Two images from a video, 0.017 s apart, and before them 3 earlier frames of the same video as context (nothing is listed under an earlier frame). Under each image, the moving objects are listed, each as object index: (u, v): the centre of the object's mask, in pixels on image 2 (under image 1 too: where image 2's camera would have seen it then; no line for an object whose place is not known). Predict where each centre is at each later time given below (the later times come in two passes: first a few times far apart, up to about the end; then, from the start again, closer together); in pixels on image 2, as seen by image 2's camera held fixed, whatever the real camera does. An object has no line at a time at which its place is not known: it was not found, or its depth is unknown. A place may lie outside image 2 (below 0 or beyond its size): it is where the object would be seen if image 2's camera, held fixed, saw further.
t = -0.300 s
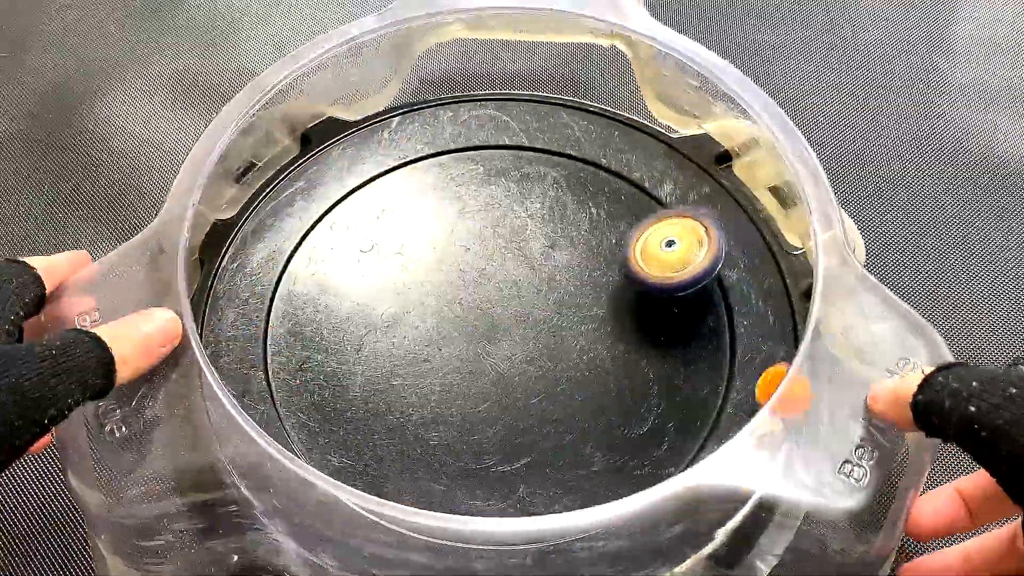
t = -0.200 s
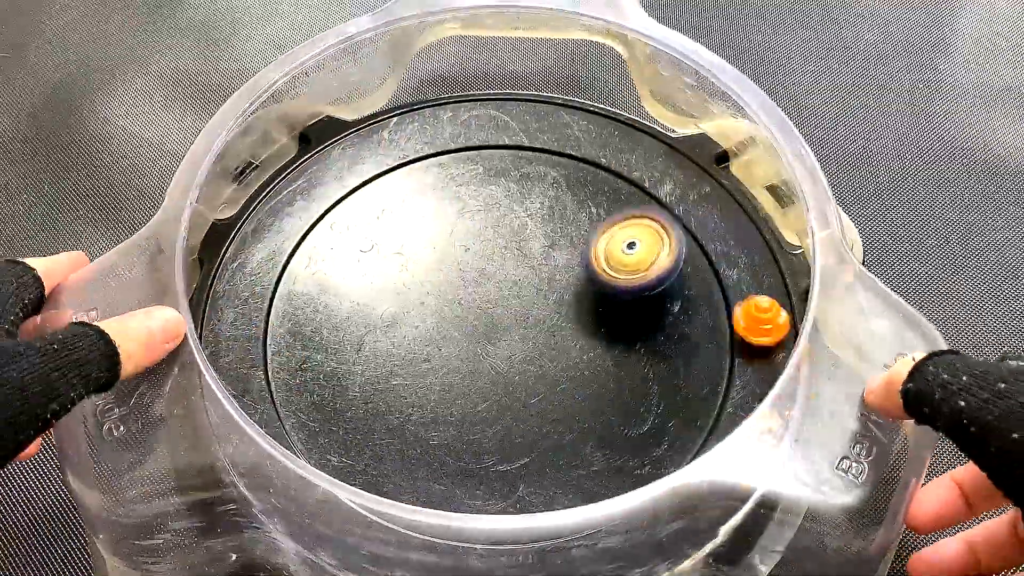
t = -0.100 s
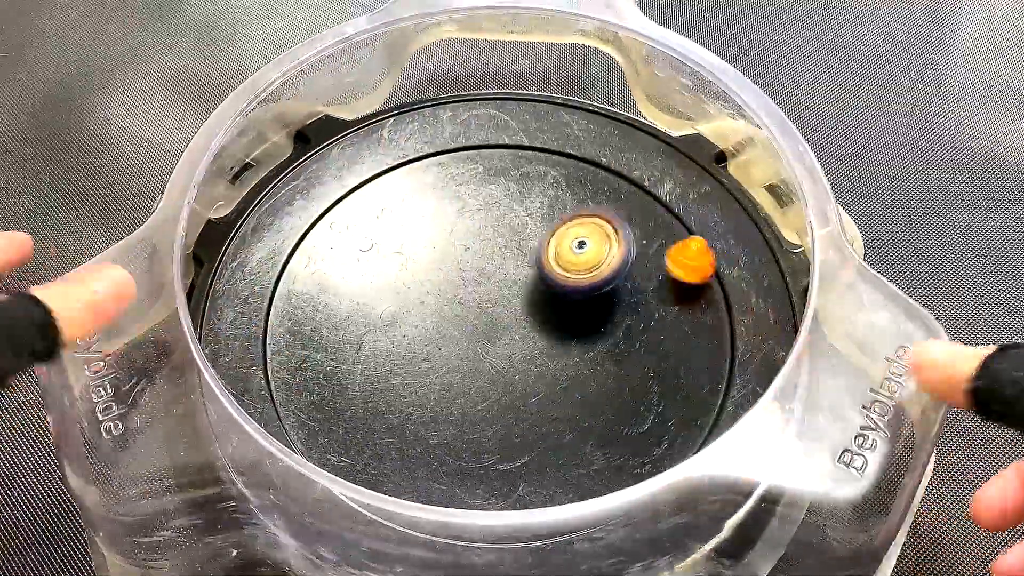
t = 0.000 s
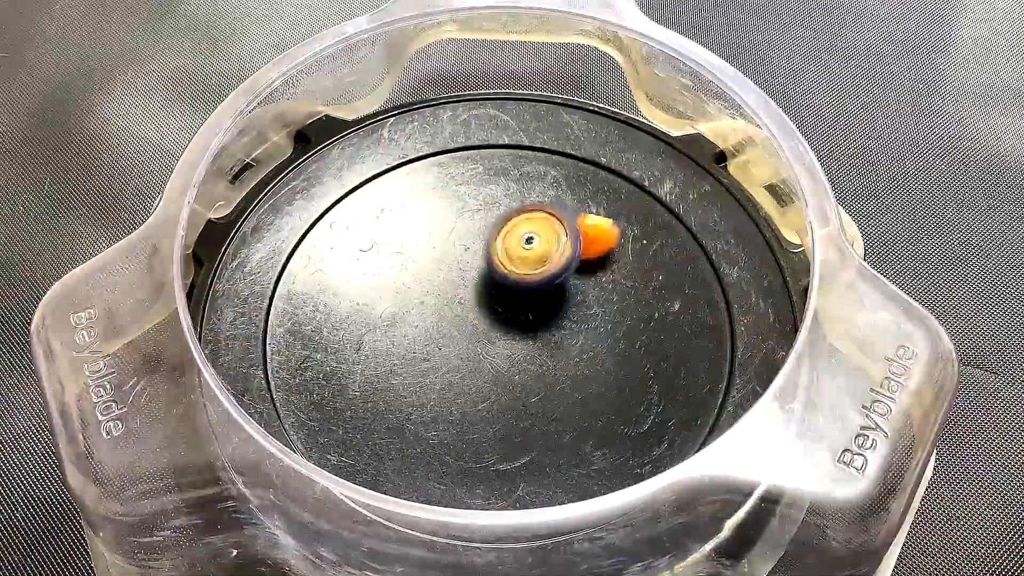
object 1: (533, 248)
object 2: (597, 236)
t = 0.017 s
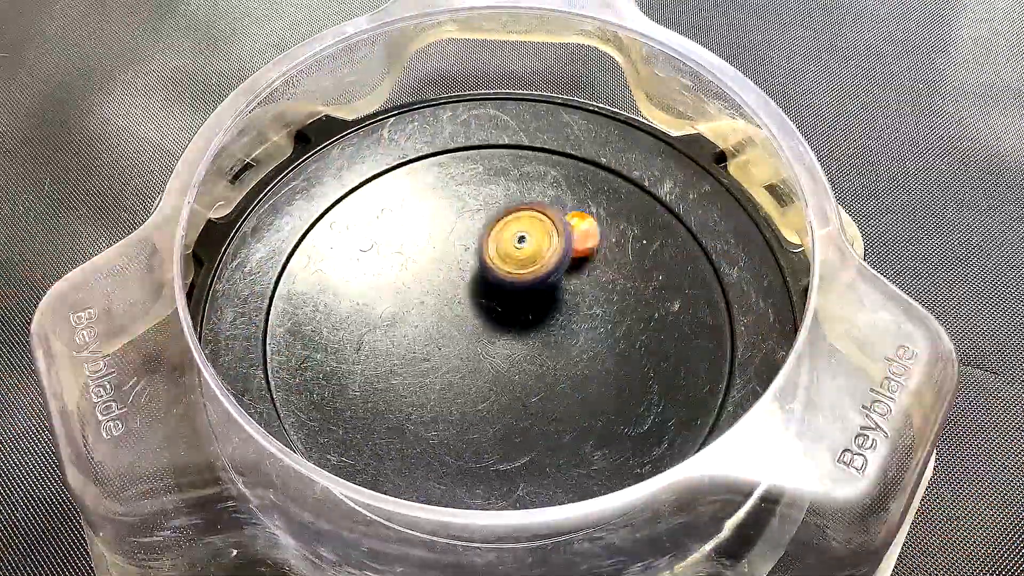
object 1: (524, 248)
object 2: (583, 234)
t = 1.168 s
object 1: (440, 413)
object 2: (542, 381)
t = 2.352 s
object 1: (594, 260)
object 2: (510, 344)
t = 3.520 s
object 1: (424, 337)
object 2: (510, 344)
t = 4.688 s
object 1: (593, 297)
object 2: (511, 345)
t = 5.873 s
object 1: (433, 319)
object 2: (510, 344)
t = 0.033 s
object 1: (515, 247)
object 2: (573, 227)
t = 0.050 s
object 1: (507, 246)
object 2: (565, 221)
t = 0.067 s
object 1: (499, 246)
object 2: (555, 216)
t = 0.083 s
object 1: (489, 246)
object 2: (546, 211)
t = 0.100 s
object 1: (482, 247)
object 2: (539, 209)
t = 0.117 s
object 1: (475, 245)
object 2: (529, 206)
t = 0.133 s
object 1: (468, 245)
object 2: (523, 205)
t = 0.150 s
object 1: (461, 244)
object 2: (515, 206)
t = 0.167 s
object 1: (455, 244)
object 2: (507, 205)
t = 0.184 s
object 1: (449, 242)
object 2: (502, 206)
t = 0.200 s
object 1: (443, 241)
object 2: (495, 208)
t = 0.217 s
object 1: (438, 241)
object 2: (492, 211)
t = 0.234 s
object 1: (434, 239)
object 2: (488, 218)
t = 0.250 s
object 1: (429, 239)
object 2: (483, 222)
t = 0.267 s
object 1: (425, 238)
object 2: (479, 226)
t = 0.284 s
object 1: (420, 238)
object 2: (477, 233)
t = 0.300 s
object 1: (416, 238)
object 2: (475, 235)
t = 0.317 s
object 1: (413, 238)
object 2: (473, 239)
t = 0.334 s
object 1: (410, 239)
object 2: (471, 245)
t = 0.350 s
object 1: (407, 239)
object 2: (470, 245)
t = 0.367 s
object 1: (404, 240)
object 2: (471, 249)
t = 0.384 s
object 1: (402, 240)
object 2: (471, 251)
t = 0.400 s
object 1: (400, 240)
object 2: (474, 258)
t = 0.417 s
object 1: (398, 243)
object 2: (473, 263)
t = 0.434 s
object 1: (397, 244)
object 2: (475, 267)
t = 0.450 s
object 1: (396, 246)
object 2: (479, 273)
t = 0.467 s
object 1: (395, 248)
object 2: (480, 279)
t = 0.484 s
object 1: (395, 250)
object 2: (483, 283)
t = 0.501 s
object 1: (394, 253)
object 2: (486, 291)
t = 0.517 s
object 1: (394, 255)
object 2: (488, 297)
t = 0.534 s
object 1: (394, 257)
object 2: (489, 302)
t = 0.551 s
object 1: (395, 260)
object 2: (493, 307)
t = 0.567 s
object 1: (395, 264)
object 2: (497, 311)
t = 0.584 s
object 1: (396, 267)
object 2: (502, 316)
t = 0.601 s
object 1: (396, 270)
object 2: (503, 324)
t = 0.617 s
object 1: (397, 273)
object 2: (504, 330)
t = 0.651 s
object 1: (399, 281)
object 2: (509, 339)
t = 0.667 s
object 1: (399, 286)
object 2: (512, 346)
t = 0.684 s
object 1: (399, 290)
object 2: (514, 350)
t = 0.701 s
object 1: (400, 295)
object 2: (518, 354)
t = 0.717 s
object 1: (400, 300)
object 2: (521, 360)
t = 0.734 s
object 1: (401, 304)
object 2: (522, 365)
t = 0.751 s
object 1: (401, 310)
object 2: (523, 371)
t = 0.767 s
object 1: (401, 315)
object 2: (524, 373)
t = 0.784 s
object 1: (402, 319)
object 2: (528, 374)
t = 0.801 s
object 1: (402, 326)
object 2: (530, 376)
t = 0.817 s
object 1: (402, 331)
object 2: (534, 378)
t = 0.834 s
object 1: (402, 336)
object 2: (538, 381)
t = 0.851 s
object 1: (403, 340)
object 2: (539, 385)
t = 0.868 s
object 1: (405, 345)
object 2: (540, 389)
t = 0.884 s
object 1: (406, 348)
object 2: (541, 390)
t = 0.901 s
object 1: (407, 355)
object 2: (542, 391)
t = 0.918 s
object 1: (409, 361)
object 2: (545, 392)
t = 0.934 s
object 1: (410, 364)
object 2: (546, 394)
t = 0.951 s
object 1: (411, 369)
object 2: (547, 396)
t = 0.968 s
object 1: (412, 372)
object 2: (547, 395)
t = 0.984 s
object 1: (414, 376)
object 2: (549, 394)
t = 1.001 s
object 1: (415, 380)
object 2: (550, 396)
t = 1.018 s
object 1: (417, 383)
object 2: (550, 396)
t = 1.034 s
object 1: (419, 388)
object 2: (549, 396)
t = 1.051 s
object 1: (420, 392)
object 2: (548, 395)
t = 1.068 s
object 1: (424, 395)
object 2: (547, 392)
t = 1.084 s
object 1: (425, 398)
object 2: (547, 390)
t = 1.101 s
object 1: (429, 400)
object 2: (547, 389)
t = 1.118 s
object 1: (431, 403)
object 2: (545, 388)
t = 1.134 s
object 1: (433, 407)
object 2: (544, 386)
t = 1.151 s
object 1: (437, 410)
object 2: (542, 383)
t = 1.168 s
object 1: (440, 413)
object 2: (542, 381)
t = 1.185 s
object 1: (443, 415)
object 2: (542, 379)
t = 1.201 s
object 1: (446, 416)
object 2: (540, 378)
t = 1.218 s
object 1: (450, 417)
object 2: (538, 375)
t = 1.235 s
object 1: (454, 419)
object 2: (536, 372)
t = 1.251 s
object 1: (458, 419)
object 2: (533, 371)
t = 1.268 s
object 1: (462, 421)
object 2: (531, 367)
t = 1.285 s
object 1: (467, 423)
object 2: (529, 364)
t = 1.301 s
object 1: (471, 423)
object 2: (528, 361)
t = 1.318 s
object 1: (474, 423)
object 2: (527, 358)
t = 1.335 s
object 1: (479, 423)
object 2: (526, 357)
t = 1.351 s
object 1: (483, 424)
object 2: (525, 355)
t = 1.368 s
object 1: (488, 424)
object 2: (524, 354)
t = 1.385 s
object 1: (492, 424)
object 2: (524, 353)
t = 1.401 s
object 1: (497, 422)
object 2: (523, 352)
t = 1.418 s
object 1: (500, 421)
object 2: (522, 351)
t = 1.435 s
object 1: (505, 420)
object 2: (520, 351)
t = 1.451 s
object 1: (510, 419)
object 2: (519, 350)
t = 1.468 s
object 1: (515, 417)
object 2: (518, 349)
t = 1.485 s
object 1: (519, 417)
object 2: (518, 348)
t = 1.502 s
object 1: (523, 415)
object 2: (517, 347)
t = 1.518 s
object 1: (529, 413)
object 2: (516, 347)
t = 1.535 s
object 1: (533, 411)
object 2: (515, 346)
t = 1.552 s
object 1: (538, 408)
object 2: (514, 346)
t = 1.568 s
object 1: (542, 406)
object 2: (513, 345)
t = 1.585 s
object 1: (548, 404)
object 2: (512, 345)
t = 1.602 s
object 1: (552, 402)
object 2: (511, 344)
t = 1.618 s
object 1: (557, 399)
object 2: (510, 344)
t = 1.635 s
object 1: (562, 396)
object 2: (510, 344)
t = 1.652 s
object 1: (567, 394)
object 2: (510, 345)
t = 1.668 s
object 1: (571, 392)
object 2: (510, 345)
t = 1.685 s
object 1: (576, 387)
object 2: (510, 345)
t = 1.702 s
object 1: (580, 385)
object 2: (510, 345)
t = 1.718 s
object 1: (585, 383)
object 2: (510, 345)
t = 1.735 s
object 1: (590, 379)
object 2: (510, 345)
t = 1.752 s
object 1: (594, 378)
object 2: (510, 345)
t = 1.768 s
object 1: (598, 373)
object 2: (510, 345)
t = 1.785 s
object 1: (602, 369)
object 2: (510, 345)
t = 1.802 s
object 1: (606, 367)
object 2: (510, 345)
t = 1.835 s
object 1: (612, 359)
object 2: (510, 345)
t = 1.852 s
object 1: (616, 355)
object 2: (510, 345)
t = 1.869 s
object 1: (617, 352)
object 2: (510, 345)
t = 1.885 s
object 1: (620, 349)
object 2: (510, 345)
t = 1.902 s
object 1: (623, 346)
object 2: (510, 345)
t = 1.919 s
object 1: (625, 341)
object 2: (510, 345)
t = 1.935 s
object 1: (626, 339)
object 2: (510, 345)
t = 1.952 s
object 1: (628, 334)
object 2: (510, 344)
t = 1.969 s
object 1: (628, 330)
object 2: (510, 344)
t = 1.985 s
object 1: (628, 327)
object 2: (510, 344)
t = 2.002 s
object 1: (628, 325)
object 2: (510, 344)
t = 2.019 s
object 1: (628, 321)
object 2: (510, 344)
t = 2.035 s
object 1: (628, 318)
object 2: (510, 344)
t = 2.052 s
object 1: (628, 314)
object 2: (510, 344)
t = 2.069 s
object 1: (628, 310)
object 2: (510, 344)
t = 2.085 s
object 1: (626, 307)
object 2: (510, 344)
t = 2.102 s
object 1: (626, 303)
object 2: (510, 344)
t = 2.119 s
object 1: (624, 301)
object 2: (510, 344)
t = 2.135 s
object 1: (623, 298)
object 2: (510, 344)
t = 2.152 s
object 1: (621, 295)
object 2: (510, 344)
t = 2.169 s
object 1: (620, 292)
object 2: (510, 344)
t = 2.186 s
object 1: (618, 289)
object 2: (510, 344)
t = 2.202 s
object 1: (616, 286)
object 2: (510, 344)
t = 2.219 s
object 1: (614, 283)
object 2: (510, 344)
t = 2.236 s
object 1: (612, 280)
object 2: (510, 344)
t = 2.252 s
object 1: (610, 276)
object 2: (510, 344)
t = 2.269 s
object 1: (608, 274)
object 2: (510, 344)
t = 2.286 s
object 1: (606, 271)
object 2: (510, 344)
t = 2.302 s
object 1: (603, 268)
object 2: (510, 344)
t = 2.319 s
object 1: (599, 265)
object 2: (510, 344)
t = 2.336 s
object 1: (597, 262)
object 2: (510, 344)
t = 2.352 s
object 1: (594, 260)
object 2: (510, 344)
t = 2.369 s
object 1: (591, 257)
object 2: (510, 344)
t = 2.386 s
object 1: (588, 255)
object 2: (510, 344)
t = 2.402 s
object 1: (585, 252)
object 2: (510, 344)
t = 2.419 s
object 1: (582, 250)
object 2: (510, 344)
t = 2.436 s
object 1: (579, 247)
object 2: (510, 344)
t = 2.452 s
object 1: (575, 244)
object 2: (510, 344)
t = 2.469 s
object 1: (572, 241)
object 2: (509, 344)
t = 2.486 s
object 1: (569, 239)
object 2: (509, 344)
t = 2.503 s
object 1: (566, 237)
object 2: (509, 344)
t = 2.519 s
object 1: (562, 235)
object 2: (509, 344)
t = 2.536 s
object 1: (559, 234)
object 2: (509, 344)
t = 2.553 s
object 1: (556, 232)
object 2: (510, 344)
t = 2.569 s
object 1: (553, 230)
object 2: (510, 344)
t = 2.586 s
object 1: (550, 228)
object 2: (509, 344)
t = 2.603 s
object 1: (546, 226)
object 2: (509, 344)
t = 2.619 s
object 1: (543, 224)
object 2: (510, 344)
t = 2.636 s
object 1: (540, 223)
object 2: (510, 344)
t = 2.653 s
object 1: (537, 222)
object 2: (510, 344)
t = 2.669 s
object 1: (533, 221)
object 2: (510, 344)
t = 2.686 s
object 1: (530, 220)
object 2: (510, 344)
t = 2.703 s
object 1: (528, 220)
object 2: (510, 344)
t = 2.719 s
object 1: (525, 219)
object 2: (510, 344)
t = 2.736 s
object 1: (522, 218)
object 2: (510, 344)
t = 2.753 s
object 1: (518, 218)
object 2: (510, 344)
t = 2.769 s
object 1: (514, 219)
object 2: (510, 344)
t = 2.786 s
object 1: (512, 219)
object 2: (510, 344)
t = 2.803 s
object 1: (508, 220)
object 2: (510, 344)
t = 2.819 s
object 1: (505, 219)
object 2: (510, 344)
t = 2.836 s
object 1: (503, 221)
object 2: (510, 344)
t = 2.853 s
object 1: (500, 220)
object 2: (510, 344)
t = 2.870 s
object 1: (498, 220)
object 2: (510, 344)
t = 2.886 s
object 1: (494, 222)
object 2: (510, 344)
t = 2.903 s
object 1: (490, 224)
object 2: (510, 344)
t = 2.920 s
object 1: (488, 226)
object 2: (510, 344)
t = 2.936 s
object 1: (484, 226)
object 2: (510, 344)
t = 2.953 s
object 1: (481, 230)
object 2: (510, 344)
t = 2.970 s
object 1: (478, 230)
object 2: (510, 344)
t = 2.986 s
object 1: (475, 232)
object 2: (510, 344)
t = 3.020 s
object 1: (470, 235)
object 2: (510, 344)
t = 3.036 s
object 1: (466, 238)
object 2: (510, 344)
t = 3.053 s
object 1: (463, 239)
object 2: (510, 344)
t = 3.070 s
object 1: (460, 242)
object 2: (510, 344)
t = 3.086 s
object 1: (456, 246)
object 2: (510, 344)
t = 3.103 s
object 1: (454, 248)
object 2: (510, 344)
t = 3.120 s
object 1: (452, 251)
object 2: (510, 344)
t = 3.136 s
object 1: (449, 252)
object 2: (510, 344)
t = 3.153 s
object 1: (447, 255)
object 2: (510, 344)
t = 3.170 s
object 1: (445, 259)
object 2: (510, 344)
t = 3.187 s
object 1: (443, 262)
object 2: (510, 344)
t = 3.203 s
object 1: (441, 266)
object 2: (510, 344)
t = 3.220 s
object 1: (439, 269)
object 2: (510, 344)
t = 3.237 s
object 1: (437, 273)
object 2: (510, 344)
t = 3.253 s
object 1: (436, 277)
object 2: (510, 344)
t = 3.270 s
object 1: (433, 281)
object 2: (510, 344)
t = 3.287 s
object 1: (432, 284)
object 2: (510, 344)
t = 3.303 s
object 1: (430, 288)
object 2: (510, 344)
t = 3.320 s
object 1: (429, 291)
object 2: (510, 344)
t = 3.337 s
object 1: (428, 295)
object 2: (510, 344)
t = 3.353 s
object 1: (427, 300)
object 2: (510, 344)
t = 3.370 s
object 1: (426, 303)
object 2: (510, 344)
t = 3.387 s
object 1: (426, 307)
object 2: (510, 344)
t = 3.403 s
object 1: (426, 310)
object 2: (510, 344)
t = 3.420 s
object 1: (425, 314)
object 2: (510, 344)
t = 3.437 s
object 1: (424, 317)
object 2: (510, 344)
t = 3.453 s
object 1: (424, 321)
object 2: (510, 344)
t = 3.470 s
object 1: (424, 326)
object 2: (510, 344)
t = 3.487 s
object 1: (424, 329)
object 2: (510, 344)
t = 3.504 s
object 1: (425, 333)
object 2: (510, 344)
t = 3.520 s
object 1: (424, 337)
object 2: (510, 344)
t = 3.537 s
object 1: (425, 341)
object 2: (510, 344)
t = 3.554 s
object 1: (426, 345)
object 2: (510, 344)
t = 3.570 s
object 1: (427, 348)
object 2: (510, 344)
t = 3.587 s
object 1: (428, 351)
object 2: (510, 344)
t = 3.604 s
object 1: (428, 355)
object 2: (510, 344)
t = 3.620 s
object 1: (430, 360)
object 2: (510, 344)
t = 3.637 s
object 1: (431, 363)
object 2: (510, 344)
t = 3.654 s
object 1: (432, 365)
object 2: (510, 344)
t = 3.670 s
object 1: (434, 367)
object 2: (510, 344)
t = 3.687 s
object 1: (437, 370)
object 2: (510, 344)
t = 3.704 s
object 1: (439, 374)
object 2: (510, 344)
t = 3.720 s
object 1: (439, 378)
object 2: (510, 344)
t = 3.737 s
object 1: (442, 379)
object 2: (510, 344)
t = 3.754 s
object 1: (445, 381)
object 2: (510, 344)
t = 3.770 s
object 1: (446, 384)
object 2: (510, 344)
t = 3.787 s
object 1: (448, 385)
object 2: (510, 344)
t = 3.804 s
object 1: (452, 389)
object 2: (510, 344)
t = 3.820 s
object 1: (455, 390)
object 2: (511, 344)
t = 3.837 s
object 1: (457, 391)
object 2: (511, 343)
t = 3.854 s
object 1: (458, 393)
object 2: (511, 344)
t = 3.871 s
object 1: (461, 393)
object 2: (511, 343)
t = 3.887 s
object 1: (465, 395)
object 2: (511, 343)
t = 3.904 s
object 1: (469, 396)
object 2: (511, 342)
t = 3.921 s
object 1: (473, 397)
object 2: (511, 342)
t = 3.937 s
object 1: (475, 399)
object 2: (511, 342)
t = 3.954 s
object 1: (480, 399)
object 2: (511, 342)
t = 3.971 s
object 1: (482, 400)
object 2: (511, 341)
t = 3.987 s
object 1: (485, 399)
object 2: (511, 341)
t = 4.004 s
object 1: (489, 399)
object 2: (511, 341)
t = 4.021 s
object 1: (493, 399)
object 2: (511, 340)
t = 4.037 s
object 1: (495, 400)
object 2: (510, 340)
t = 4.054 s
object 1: (497, 399)
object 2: (510, 340)
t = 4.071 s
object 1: (502, 398)
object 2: (510, 340)
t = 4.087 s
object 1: (507, 398)
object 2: (510, 340)
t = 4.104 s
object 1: (511, 397)
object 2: (509, 338)
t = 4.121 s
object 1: (513, 396)
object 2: (509, 338)
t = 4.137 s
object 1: (518, 395)
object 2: (508, 338)
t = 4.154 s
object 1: (522, 393)
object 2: (508, 339)
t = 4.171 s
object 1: (525, 392)
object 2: (508, 338)
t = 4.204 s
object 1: (532, 389)
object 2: (507, 338)
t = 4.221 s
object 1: (536, 387)
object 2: (507, 338)
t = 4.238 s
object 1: (539, 386)
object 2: (506, 338)
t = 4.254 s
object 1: (541, 385)
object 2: (506, 338)
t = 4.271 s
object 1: (545, 382)
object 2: (506, 338)
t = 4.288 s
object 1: (549, 380)
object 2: (506, 340)
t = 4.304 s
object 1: (551, 377)
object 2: (505, 339)
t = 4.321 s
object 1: (554, 374)
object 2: (505, 340)
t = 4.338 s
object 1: (557, 370)
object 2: (505, 340)
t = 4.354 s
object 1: (559, 369)
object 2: (503, 340)
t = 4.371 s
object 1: (563, 366)
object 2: (504, 341)
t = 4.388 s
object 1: (565, 363)
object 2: (504, 341)
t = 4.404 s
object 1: (568, 358)
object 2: (505, 342)
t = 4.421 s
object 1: (571, 354)
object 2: (505, 343)
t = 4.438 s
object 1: (573, 351)
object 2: (506, 343)
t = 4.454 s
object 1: (575, 349)
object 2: (507, 344)
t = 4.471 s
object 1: (578, 344)
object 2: (507, 344)
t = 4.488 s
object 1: (579, 341)
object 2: (508, 344)
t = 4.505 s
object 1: (581, 338)
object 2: (509, 344)
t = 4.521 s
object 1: (583, 334)
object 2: (509, 344)
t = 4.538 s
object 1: (586, 330)
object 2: (510, 345)
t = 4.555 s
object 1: (587, 325)
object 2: (510, 345)
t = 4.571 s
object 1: (586, 322)
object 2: (510, 345)
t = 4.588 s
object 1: (589, 317)
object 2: (510, 345)
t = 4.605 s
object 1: (589, 315)
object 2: (510, 345)
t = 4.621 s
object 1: (590, 312)
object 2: (510, 345)
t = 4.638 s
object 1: (591, 308)
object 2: (510, 345)
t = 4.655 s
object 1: (592, 303)
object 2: (510, 345)
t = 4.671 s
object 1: (593, 300)
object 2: (511, 345)
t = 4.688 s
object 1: (593, 297)
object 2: (511, 345)
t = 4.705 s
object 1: (594, 294)
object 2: (510, 345)
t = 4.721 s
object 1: (594, 292)
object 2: (510, 345)
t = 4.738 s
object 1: (594, 289)
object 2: (510, 345)
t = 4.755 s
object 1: (594, 286)
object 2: (510, 345)
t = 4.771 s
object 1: (594, 283)
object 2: (510, 345)
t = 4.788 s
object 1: (592, 281)
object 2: (510, 345)
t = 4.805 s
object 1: (593, 278)
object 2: (510, 345)
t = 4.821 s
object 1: (591, 276)
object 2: (510, 345)
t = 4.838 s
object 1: (590, 274)
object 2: (510, 345)
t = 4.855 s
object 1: (590, 271)
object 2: (510, 345)
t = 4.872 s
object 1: (588, 271)
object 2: (510, 345)
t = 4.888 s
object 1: (587, 268)
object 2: (510, 345)
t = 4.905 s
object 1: (585, 268)
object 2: (510, 345)
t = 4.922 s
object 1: (584, 265)
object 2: (510, 345)
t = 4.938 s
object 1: (582, 265)
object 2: (510, 345)
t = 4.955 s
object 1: (580, 263)
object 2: (510, 345)
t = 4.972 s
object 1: (578, 263)
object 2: (509, 345)
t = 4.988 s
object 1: (575, 262)
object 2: (510, 345)
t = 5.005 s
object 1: (573, 261)
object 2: (509, 345)
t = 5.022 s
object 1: (570, 260)
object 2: (509, 345)
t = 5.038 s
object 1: (568, 260)
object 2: (510, 345)
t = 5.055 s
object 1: (565, 260)
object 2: (510, 345)
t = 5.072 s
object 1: (562, 258)
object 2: (510, 345)
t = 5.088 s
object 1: (559, 260)
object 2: (510, 345)
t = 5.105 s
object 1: (556, 259)
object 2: (510, 345)
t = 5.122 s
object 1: (553, 258)
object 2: (510, 345)
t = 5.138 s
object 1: (549, 258)
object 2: (510, 345)
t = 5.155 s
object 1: (546, 258)
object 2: (510, 346)
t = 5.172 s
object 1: (542, 259)
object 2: (510, 346)
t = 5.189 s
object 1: (538, 259)
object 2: (510, 346)
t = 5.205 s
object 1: (534, 259)
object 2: (510, 345)
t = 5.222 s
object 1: (530, 258)
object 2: (510, 345)
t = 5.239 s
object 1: (526, 259)
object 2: (510, 345)
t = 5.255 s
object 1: (522, 260)
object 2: (510, 345)
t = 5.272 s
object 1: (517, 261)
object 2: (510, 345)
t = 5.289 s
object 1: (515, 261)
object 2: (510, 345)
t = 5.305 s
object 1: (510, 261)
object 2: (510, 344)
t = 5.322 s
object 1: (507, 262)
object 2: (510, 344)
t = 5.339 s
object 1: (504, 262)
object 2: (510, 344)
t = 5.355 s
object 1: (499, 263)
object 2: (510, 344)
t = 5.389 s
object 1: (493, 263)
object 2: (510, 344)
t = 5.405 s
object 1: (489, 264)
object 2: (510, 344)
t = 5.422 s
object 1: (485, 266)
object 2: (510, 344)
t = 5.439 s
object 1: (480, 268)
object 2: (510, 344)
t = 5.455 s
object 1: (476, 269)
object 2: (510, 344)
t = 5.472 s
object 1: (474, 271)
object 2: (509, 344)
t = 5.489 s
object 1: (469, 273)
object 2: (510, 344)
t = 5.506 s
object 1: (468, 274)
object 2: (510, 344)
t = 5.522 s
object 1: (463, 275)
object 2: (510, 344)
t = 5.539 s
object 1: (460, 277)
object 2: (510, 344)
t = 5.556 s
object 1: (457, 279)
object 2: (510, 344)
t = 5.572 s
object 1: (454, 281)
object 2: (510, 344)
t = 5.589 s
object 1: (451, 283)
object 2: (510, 344)
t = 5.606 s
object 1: (449, 285)
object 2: (510, 344)
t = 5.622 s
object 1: (447, 286)
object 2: (510, 344)
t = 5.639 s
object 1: (444, 289)
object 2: (510, 344)
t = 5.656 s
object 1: (442, 291)
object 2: (510, 344)
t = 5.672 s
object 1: (440, 293)
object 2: (510, 344)
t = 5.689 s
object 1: (439, 295)
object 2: (510, 344)
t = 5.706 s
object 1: (438, 298)
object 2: (510, 344)
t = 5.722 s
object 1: (436, 299)
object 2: (510, 344)
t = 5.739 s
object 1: (436, 301)
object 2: (510, 344)
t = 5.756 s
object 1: (435, 304)
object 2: (510, 344)
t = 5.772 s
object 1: (434, 306)
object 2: (510, 344)
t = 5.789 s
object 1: (433, 308)
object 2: (510, 344)
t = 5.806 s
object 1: (433, 309)
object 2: (510, 344)
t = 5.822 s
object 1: (433, 312)
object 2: (510, 344)
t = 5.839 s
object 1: (432, 315)
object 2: (510, 344)
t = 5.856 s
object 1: (432, 317)
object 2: (510, 344)
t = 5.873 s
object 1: (433, 319)
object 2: (510, 344)
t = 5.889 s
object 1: (432, 321)
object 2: (510, 344)
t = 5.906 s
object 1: (433, 323)
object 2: (510, 344)
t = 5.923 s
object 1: (434, 326)
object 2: (510, 344)
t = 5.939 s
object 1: (434, 328)
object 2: (510, 344)
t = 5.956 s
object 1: (435, 330)
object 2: (510, 344)
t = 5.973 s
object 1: (437, 333)
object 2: (511, 344)
